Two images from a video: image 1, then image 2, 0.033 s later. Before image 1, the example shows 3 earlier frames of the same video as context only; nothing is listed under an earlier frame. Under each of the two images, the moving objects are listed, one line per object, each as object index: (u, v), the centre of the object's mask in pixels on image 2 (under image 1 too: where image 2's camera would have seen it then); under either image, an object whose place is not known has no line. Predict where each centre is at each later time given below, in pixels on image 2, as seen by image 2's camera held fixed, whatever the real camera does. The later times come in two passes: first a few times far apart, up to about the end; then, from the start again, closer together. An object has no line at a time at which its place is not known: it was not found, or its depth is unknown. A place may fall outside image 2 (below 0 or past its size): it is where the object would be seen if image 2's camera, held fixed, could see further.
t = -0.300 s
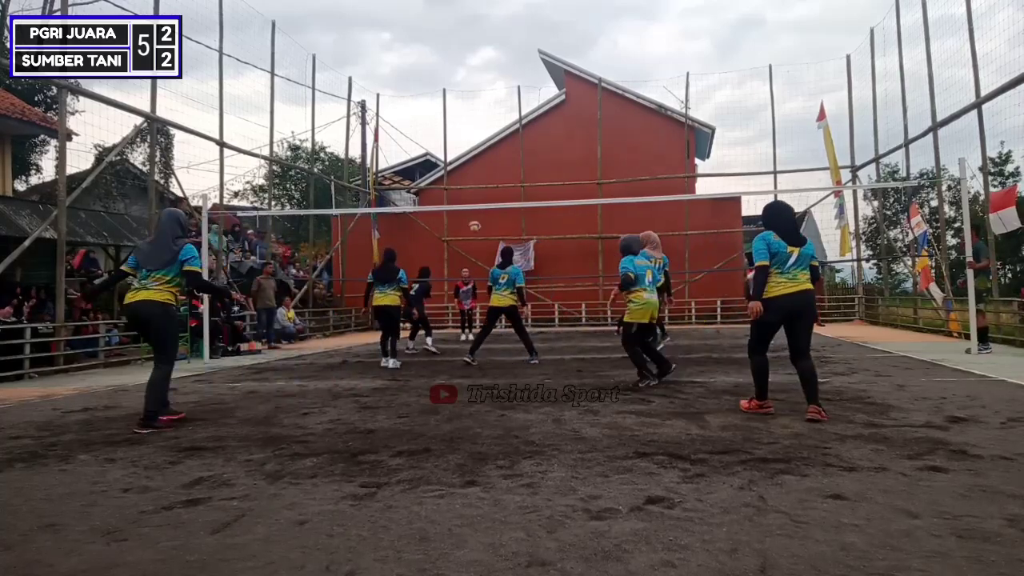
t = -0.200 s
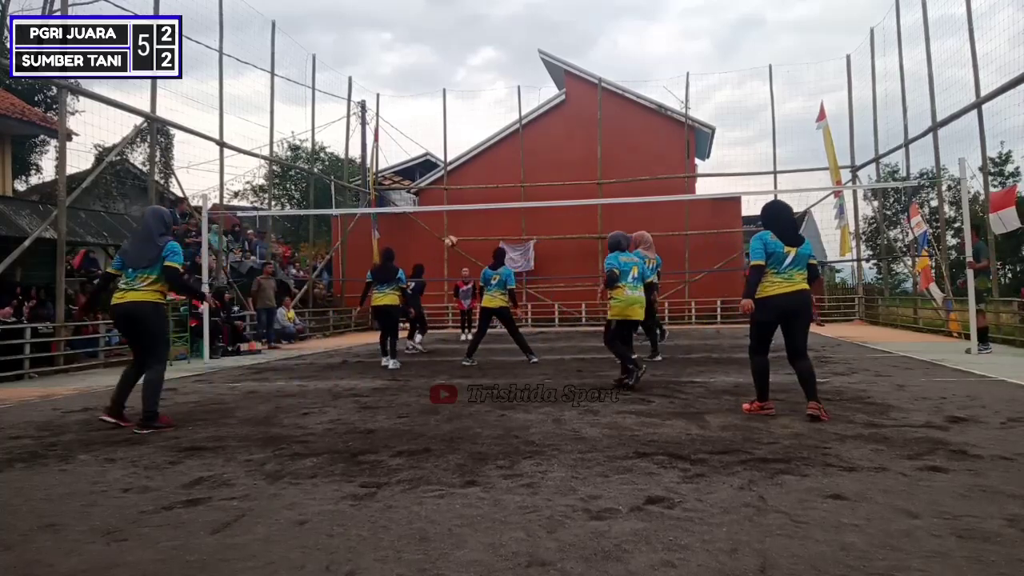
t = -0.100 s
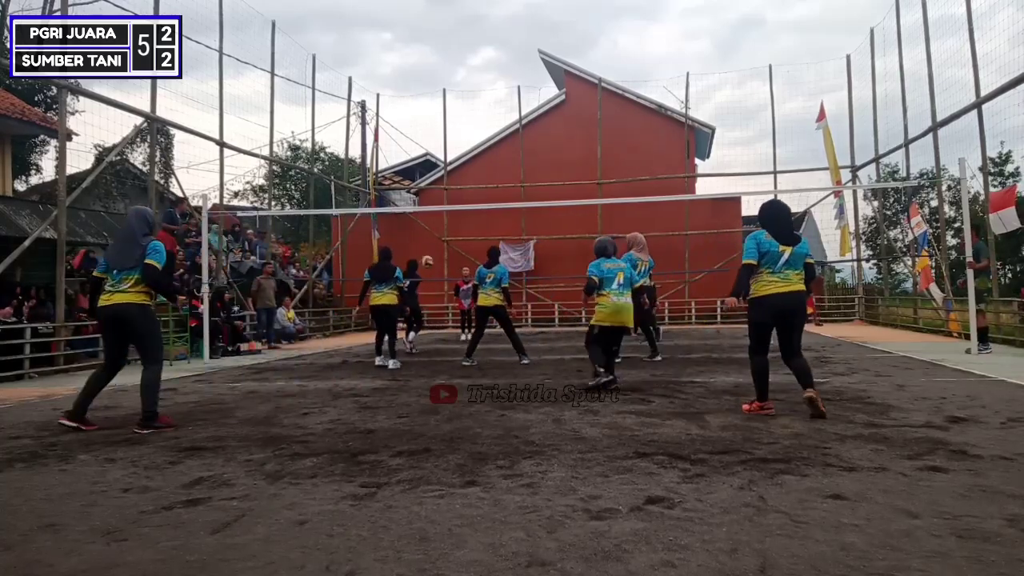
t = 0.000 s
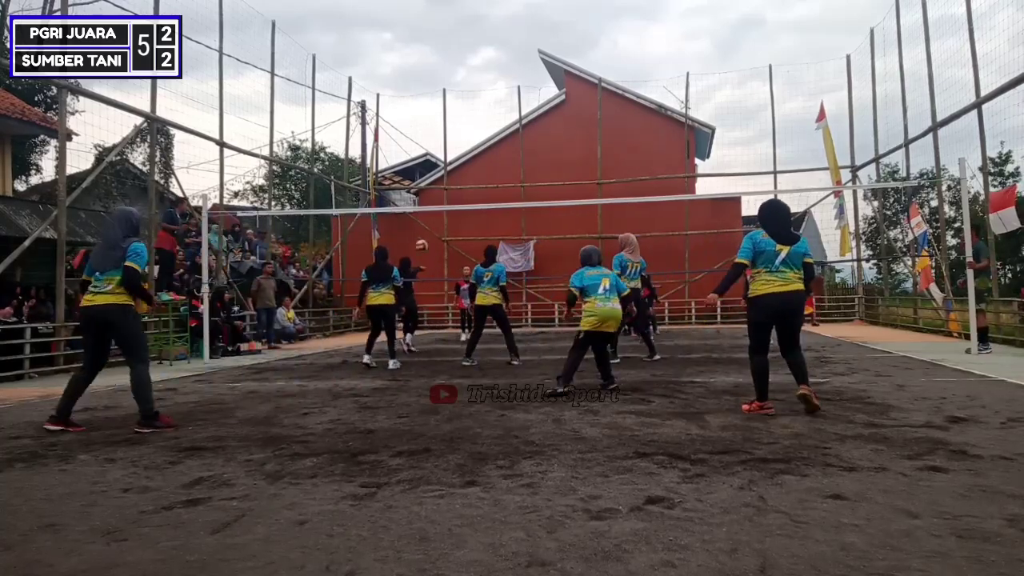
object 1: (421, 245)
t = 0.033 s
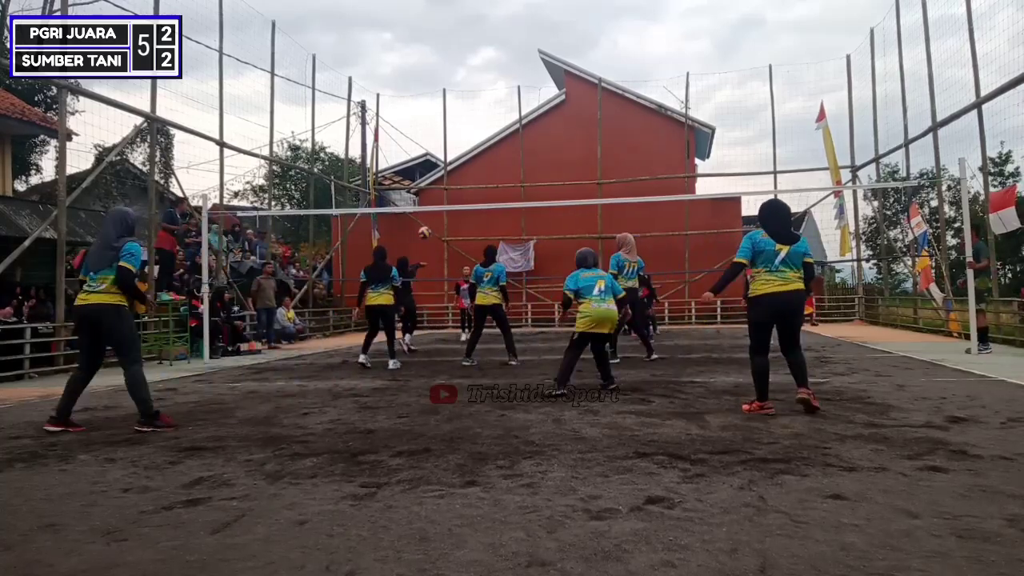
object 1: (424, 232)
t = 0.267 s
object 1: (445, 159)
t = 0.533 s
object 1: (470, 111)
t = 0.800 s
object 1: (496, 107)
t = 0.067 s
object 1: (427, 220)
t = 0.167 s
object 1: (436, 186)
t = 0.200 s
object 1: (439, 177)
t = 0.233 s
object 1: (442, 167)
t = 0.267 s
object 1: (445, 159)
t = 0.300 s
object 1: (448, 151)
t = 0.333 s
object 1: (452, 143)
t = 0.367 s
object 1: (454, 136)
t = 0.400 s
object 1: (458, 130)
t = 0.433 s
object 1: (461, 124)
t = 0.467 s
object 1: (464, 119)
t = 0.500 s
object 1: (467, 115)
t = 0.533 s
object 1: (470, 111)
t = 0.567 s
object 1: (473, 108)
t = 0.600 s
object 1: (476, 106)
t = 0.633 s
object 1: (480, 105)
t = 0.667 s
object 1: (483, 104)
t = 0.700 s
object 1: (486, 104)
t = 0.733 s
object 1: (490, 104)
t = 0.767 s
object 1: (493, 105)
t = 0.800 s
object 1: (496, 107)
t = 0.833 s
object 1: (500, 110)
